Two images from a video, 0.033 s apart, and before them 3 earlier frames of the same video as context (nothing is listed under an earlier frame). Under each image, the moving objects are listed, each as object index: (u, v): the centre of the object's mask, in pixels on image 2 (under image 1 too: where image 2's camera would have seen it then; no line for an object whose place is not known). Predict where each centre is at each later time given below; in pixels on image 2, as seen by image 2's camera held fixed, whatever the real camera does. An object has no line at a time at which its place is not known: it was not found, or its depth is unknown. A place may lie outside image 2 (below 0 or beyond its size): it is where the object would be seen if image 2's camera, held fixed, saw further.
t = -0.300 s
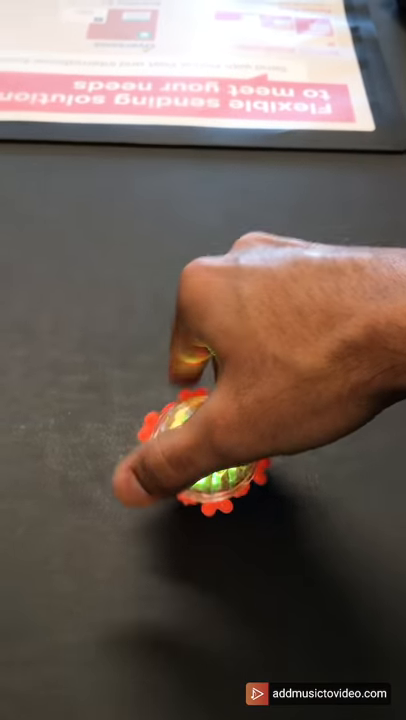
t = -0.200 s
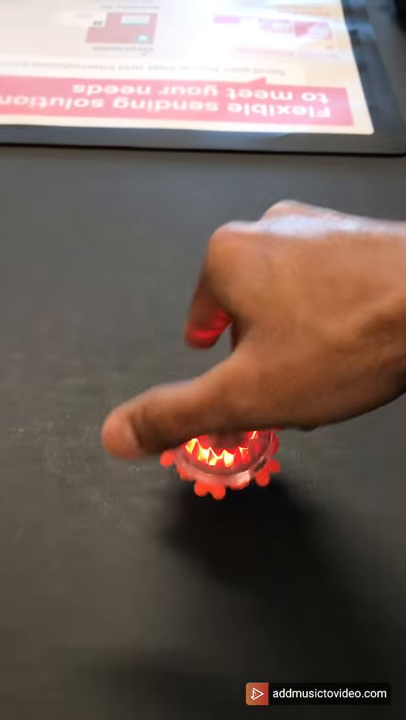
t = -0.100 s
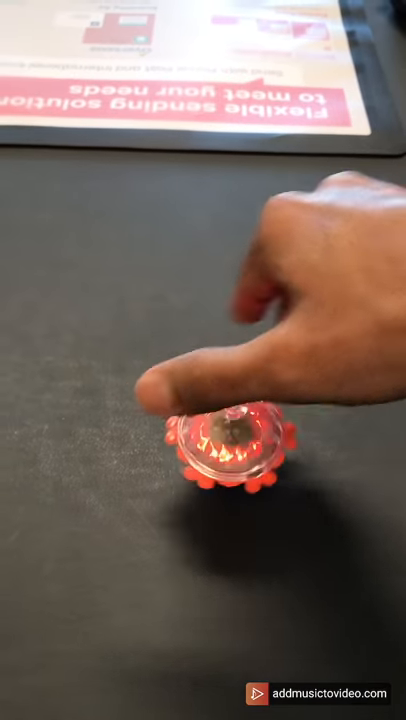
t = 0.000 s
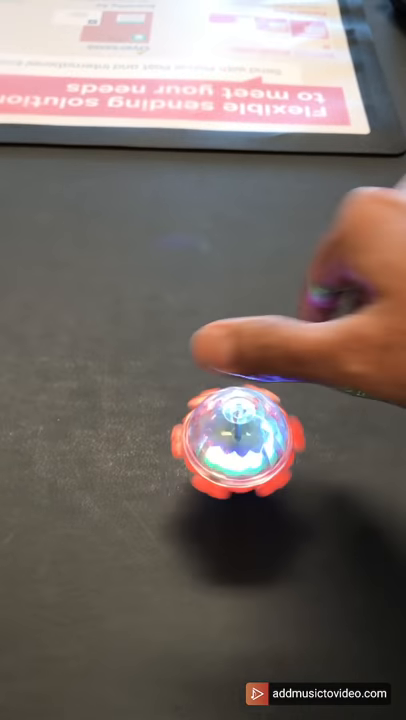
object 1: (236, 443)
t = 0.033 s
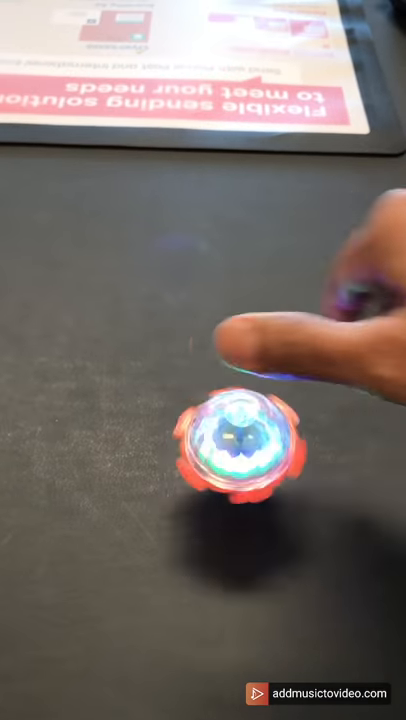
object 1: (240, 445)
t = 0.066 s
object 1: (242, 447)
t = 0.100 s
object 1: (245, 449)
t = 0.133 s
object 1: (247, 452)
